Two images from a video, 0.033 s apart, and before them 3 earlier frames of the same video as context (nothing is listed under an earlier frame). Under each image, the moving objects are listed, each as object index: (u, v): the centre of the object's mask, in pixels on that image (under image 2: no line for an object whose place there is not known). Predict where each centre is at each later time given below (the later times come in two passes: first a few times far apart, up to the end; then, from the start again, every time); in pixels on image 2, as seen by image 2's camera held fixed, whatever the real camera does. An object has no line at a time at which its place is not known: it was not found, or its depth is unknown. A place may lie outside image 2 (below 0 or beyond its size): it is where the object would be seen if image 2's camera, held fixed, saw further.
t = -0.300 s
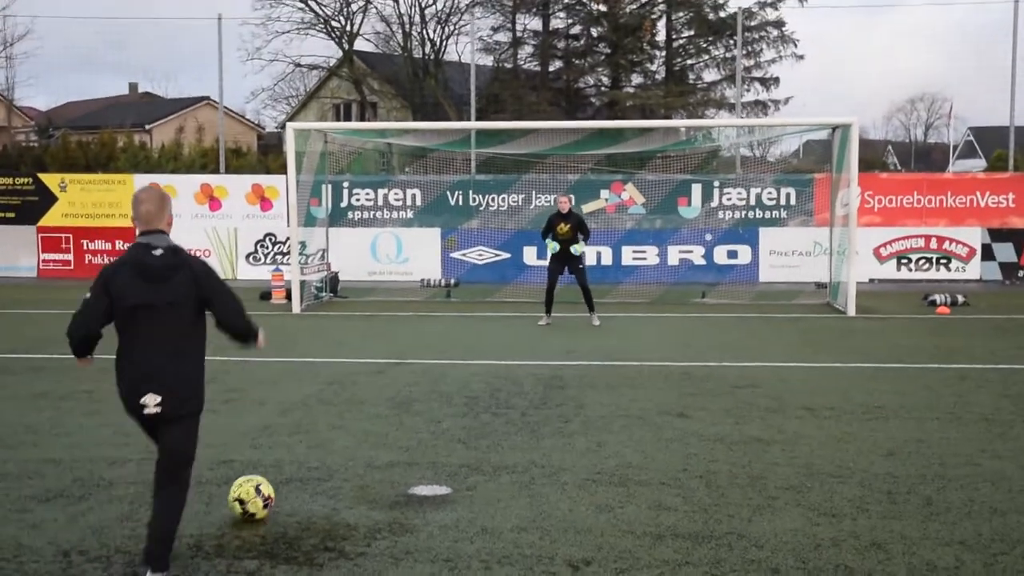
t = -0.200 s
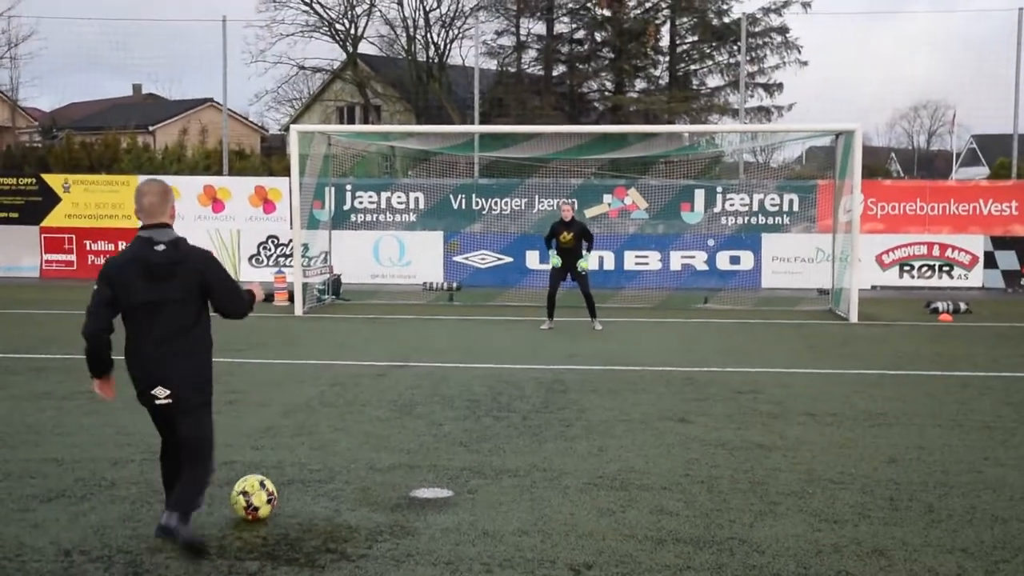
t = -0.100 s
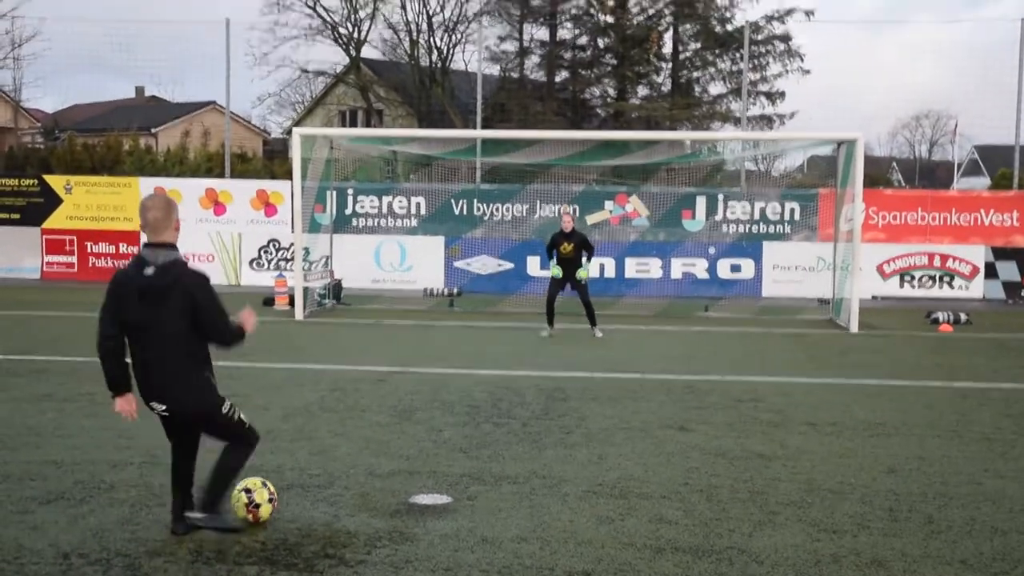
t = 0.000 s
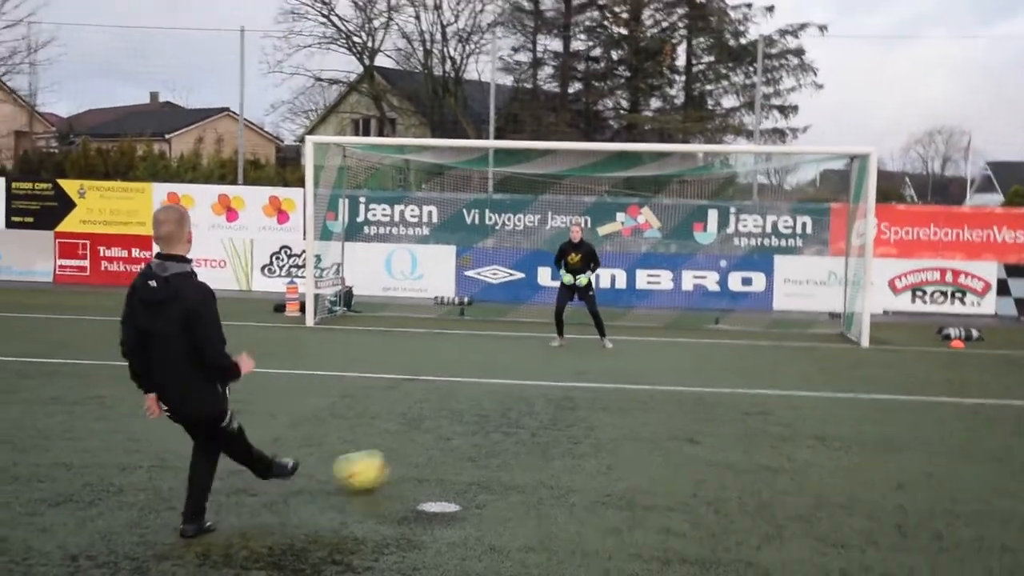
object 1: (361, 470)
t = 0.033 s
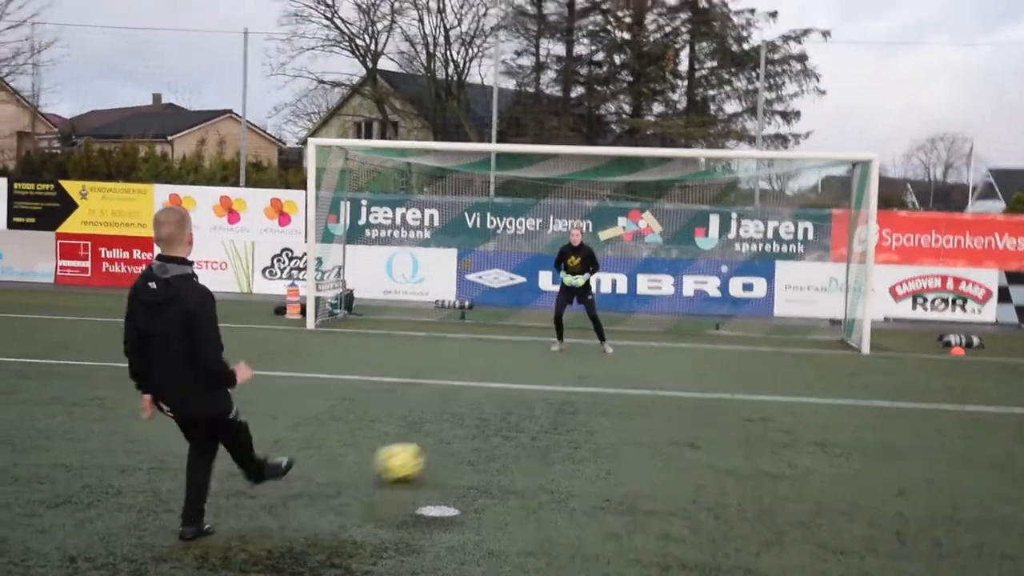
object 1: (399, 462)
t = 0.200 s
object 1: (538, 415)
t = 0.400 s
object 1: (637, 385)
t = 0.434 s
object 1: (649, 381)
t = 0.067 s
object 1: (433, 450)
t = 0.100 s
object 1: (464, 440)
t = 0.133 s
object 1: (490, 434)
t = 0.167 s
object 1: (515, 424)
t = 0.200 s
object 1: (538, 415)
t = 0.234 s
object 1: (558, 409)
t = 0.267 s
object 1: (576, 406)
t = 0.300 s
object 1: (593, 400)
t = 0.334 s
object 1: (609, 394)
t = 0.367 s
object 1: (623, 390)
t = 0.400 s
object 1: (637, 385)
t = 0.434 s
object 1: (649, 381)
